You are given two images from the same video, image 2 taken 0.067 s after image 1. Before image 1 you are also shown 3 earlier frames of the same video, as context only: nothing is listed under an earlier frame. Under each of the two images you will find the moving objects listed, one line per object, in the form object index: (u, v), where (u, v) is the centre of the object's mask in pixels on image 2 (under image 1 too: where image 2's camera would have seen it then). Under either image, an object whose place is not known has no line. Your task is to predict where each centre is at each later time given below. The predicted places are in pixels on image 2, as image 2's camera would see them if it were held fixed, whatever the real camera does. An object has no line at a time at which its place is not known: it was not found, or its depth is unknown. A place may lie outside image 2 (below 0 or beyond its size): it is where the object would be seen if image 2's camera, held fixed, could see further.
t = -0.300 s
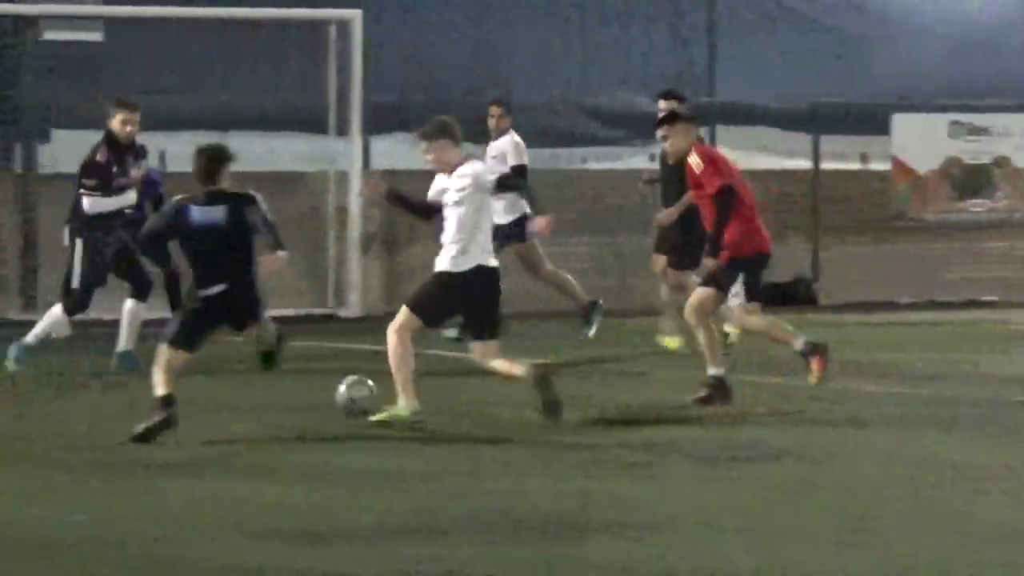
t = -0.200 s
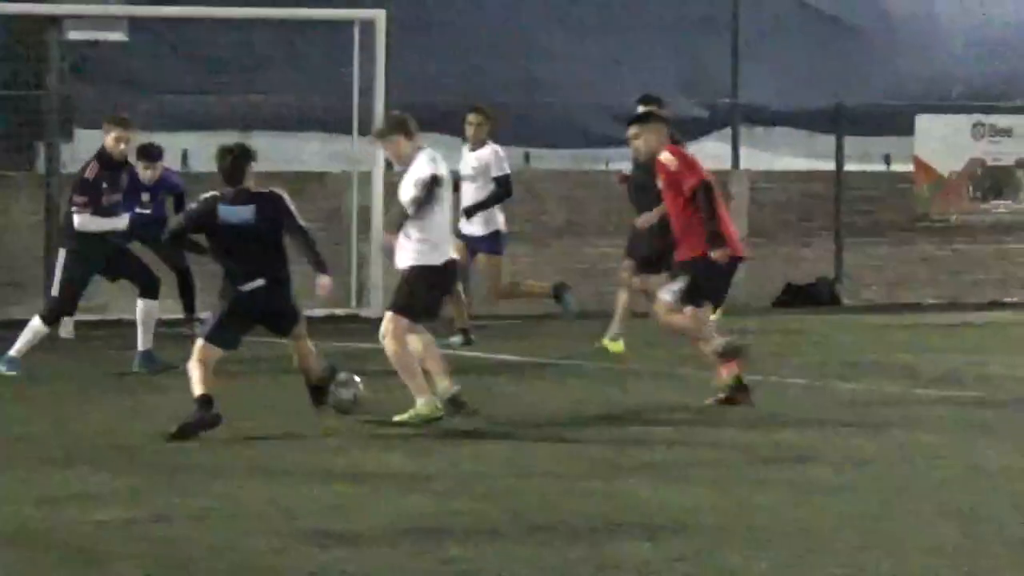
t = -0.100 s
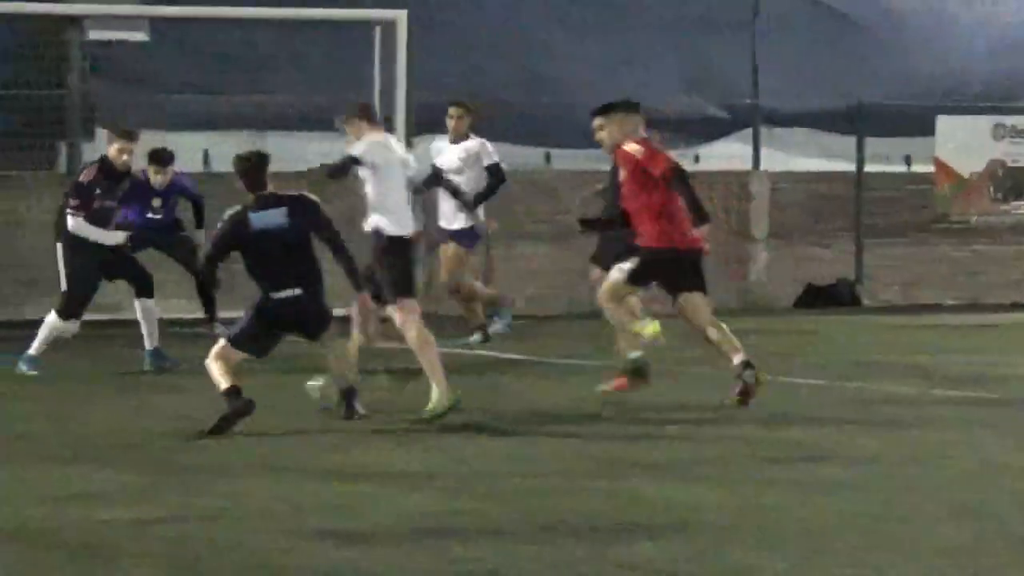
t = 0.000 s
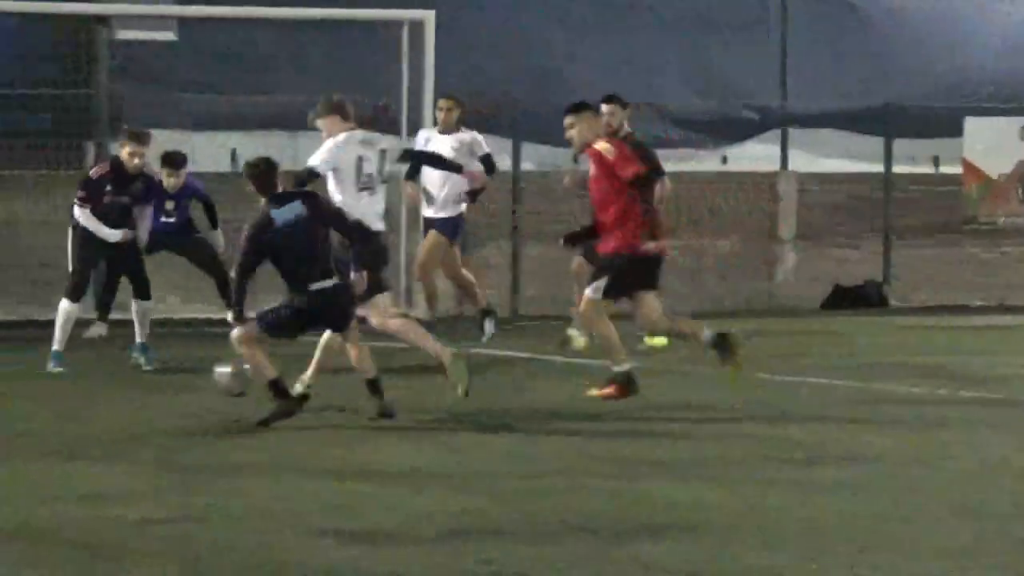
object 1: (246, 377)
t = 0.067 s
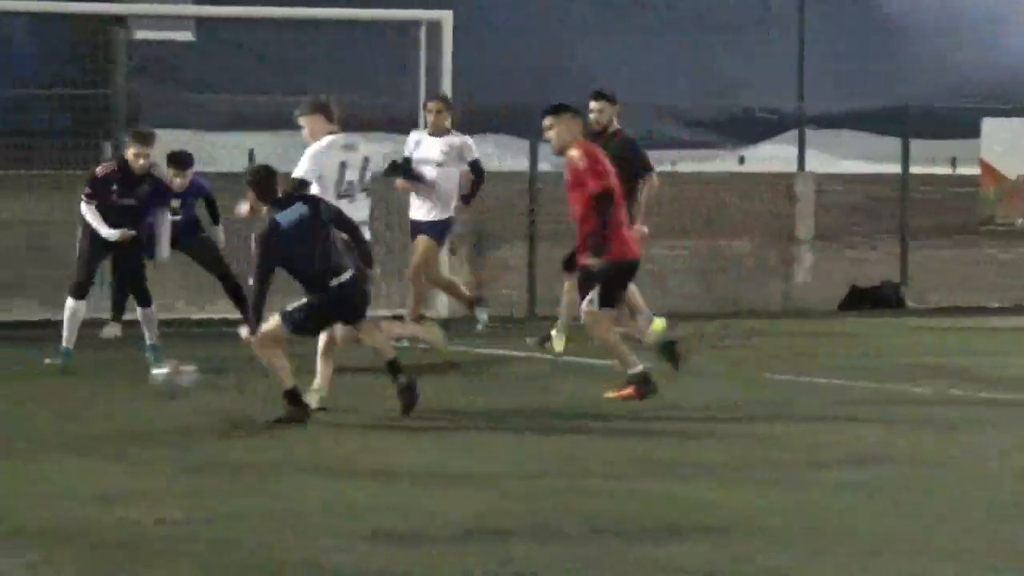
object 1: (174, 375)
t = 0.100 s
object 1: (140, 380)
